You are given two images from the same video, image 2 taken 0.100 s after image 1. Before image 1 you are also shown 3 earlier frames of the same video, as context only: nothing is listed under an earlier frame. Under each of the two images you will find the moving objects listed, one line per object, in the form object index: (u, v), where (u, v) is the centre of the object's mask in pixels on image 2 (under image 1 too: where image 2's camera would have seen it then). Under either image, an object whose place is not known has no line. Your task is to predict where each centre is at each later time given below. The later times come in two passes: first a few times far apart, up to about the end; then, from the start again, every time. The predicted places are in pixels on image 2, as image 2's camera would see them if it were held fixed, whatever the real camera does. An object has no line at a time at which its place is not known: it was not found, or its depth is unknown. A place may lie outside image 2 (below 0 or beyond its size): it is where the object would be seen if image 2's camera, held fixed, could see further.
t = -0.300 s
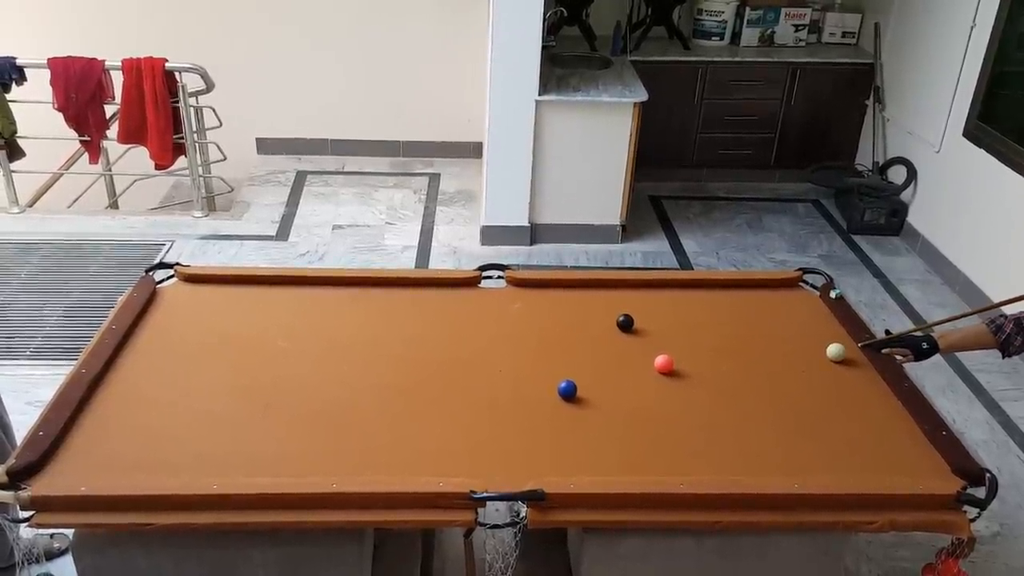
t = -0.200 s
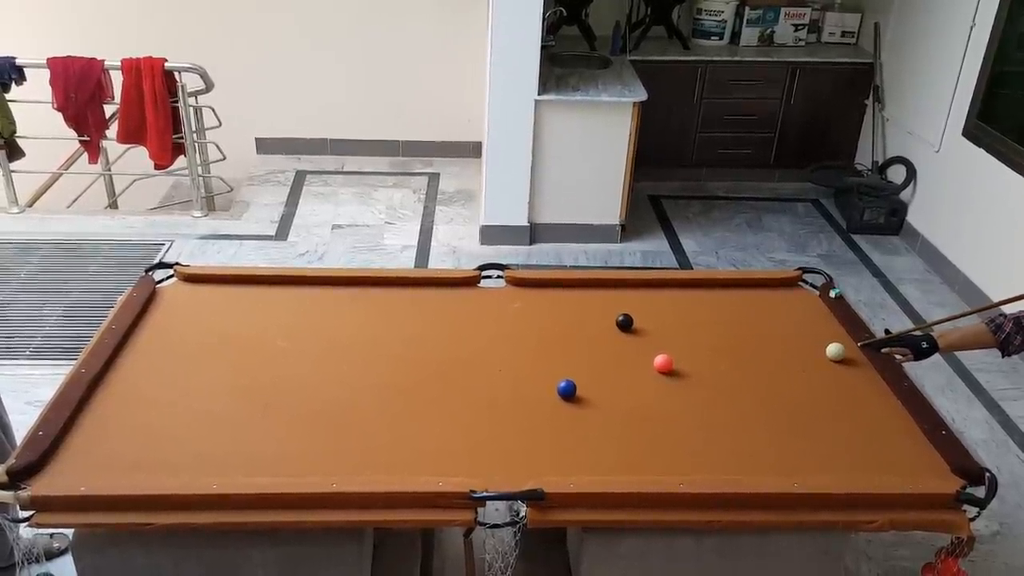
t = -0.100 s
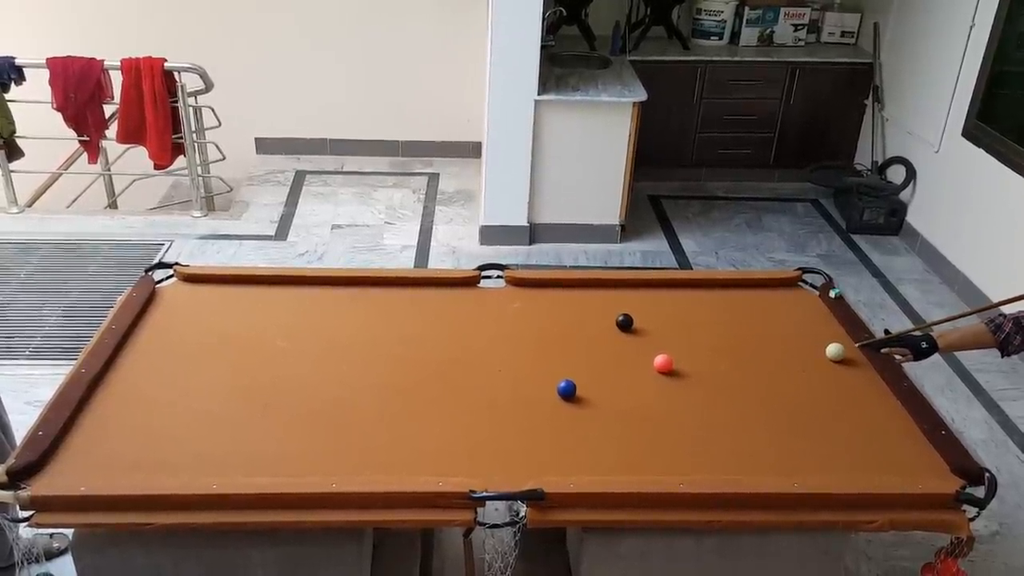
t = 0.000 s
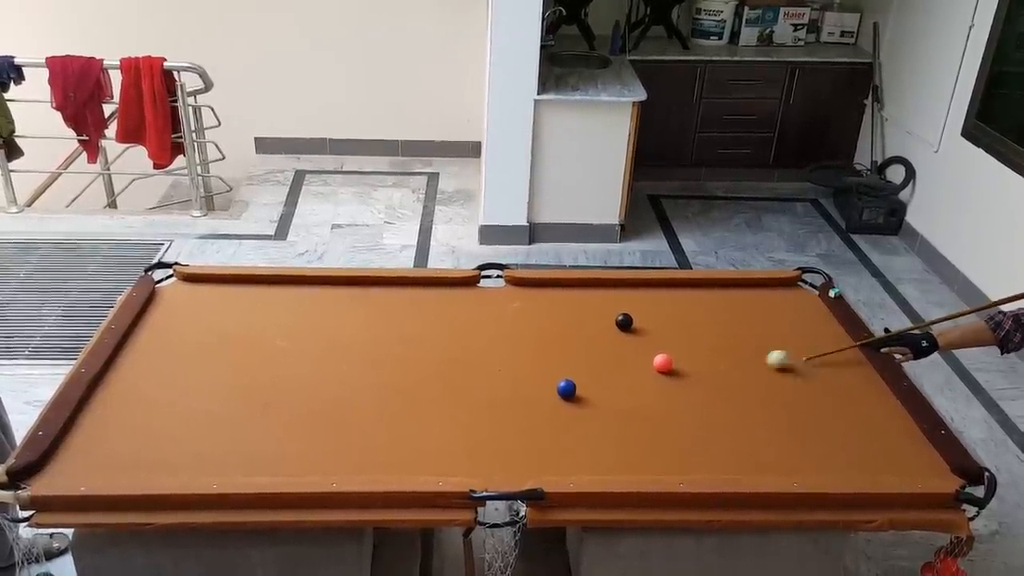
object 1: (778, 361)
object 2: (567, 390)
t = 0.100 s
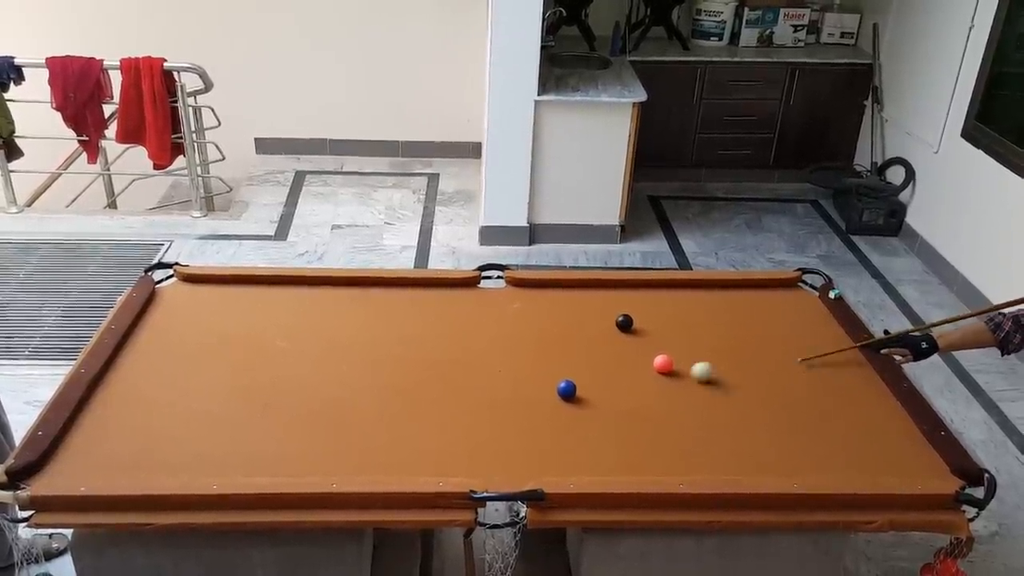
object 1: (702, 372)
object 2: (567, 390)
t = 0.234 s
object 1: (602, 386)
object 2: (566, 390)
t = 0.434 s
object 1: (570, 407)
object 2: (451, 394)
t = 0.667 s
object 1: (525, 431)
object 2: (329, 398)
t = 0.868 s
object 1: (485, 453)
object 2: (223, 401)
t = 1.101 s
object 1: (440, 469)
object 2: (96, 406)
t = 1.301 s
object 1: (416, 460)
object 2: (138, 408)
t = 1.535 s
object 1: (390, 449)
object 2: (192, 411)
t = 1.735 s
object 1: (371, 441)
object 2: (235, 413)
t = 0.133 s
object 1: (677, 375)
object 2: (566, 390)
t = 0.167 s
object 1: (652, 379)
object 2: (566, 390)
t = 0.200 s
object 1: (627, 383)
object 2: (566, 390)
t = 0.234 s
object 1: (602, 386)
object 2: (566, 390)
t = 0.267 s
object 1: (585, 390)
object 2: (558, 391)
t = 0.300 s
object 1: (585, 394)
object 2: (534, 392)
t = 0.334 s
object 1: (583, 397)
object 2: (511, 392)
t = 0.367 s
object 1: (580, 400)
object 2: (490, 393)
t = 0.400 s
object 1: (576, 403)
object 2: (470, 393)
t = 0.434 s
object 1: (570, 407)
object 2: (451, 394)
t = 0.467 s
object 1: (564, 410)
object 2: (434, 394)
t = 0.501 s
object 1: (558, 413)
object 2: (417, 395)
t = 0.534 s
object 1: (551, 417)
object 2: (399, 395)
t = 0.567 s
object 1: (545, 420)
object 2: (381, 396)
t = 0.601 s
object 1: (539, 424)
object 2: (364, 397)
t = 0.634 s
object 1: (532, 427)
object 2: (347, 397)
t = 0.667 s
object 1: (525, 431)
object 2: (329, 398)
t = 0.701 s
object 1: (519, 434)
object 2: (311, 398)
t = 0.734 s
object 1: (512, 438)
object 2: (294, 398)
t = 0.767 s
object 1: (505, 442)
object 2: (276, 399)
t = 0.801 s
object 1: (499, 445)
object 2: (258, 400)
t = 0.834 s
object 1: (492, 449)
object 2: (240, 400)
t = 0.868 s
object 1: (485, 453)
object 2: (223, 401)
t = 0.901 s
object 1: (479, 456)
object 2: (204, 401)
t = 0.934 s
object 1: (472, 460)
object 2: (187, 402)
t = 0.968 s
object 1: (466, 464)
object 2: (168, 403)
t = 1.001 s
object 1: (459, 467)
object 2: (150, 404)
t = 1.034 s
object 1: (452, 469)
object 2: (133, 404)
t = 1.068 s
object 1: (445, 471)
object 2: (114, 405)
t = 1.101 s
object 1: (440, 469)
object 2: (96, 406)
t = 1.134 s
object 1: (436, 468)
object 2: (93, 406)
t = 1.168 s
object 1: (432, 467)
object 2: (104, 406)
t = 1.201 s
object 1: (428, 465)
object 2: (114, 407)
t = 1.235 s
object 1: (423, 463)
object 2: (123, 407)
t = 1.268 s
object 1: (419, 461)
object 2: (130, 408)
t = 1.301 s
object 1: (416, 460)
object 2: (138, 408)
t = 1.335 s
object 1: (411, 458)
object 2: (146, 409)
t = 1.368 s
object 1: (408, 456)
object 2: (154, 409)
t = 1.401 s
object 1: (404, 455)
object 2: (162, 409)
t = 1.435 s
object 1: (400, 453)
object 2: (170, 410)
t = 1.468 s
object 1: (397, 451)
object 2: (177, 410)
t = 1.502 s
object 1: (393, 450)
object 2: (185, 411)
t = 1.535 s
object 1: (390, 449)
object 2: (192, 411)
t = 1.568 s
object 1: (387, 447)
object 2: (200, 412)
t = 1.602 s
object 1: (383, 446)
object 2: (207, 412)
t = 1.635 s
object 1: (380, 444)
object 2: (214, 412)
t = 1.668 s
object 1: (377, 443)
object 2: (221, 412)
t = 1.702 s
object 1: (374, 442)
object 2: (229, 413)
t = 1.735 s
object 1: (371, 441)
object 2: (235, 413)
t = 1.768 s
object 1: (368, 439)
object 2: (242, 414)
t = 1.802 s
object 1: (365, 438)
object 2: (249, 414)
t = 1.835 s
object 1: (362, 437)
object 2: (255, 414)
